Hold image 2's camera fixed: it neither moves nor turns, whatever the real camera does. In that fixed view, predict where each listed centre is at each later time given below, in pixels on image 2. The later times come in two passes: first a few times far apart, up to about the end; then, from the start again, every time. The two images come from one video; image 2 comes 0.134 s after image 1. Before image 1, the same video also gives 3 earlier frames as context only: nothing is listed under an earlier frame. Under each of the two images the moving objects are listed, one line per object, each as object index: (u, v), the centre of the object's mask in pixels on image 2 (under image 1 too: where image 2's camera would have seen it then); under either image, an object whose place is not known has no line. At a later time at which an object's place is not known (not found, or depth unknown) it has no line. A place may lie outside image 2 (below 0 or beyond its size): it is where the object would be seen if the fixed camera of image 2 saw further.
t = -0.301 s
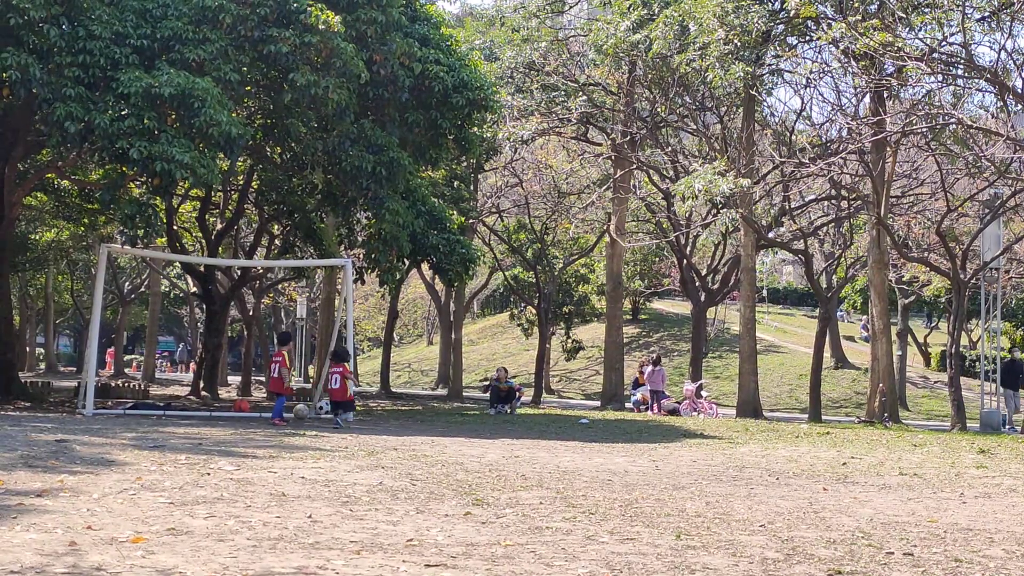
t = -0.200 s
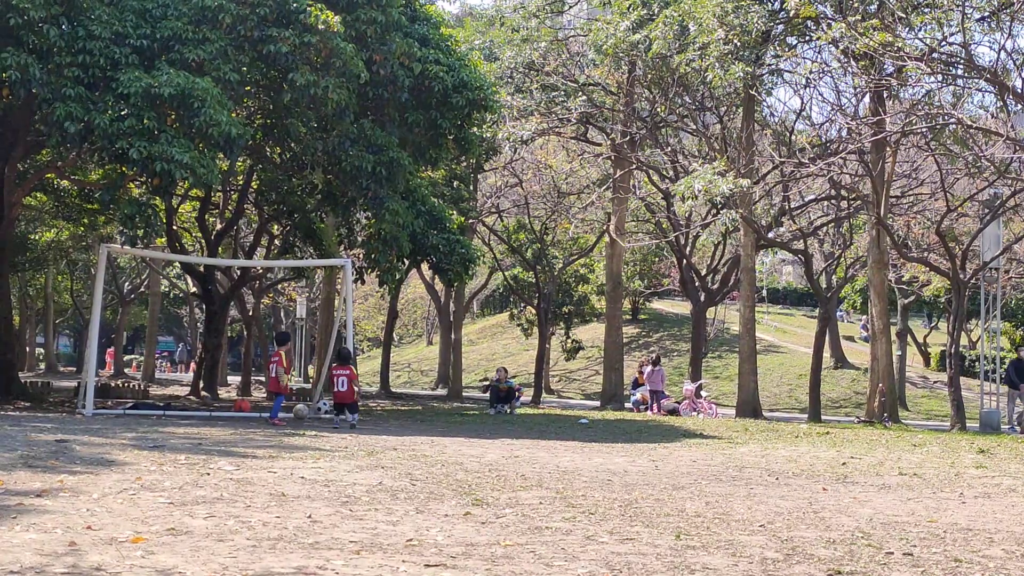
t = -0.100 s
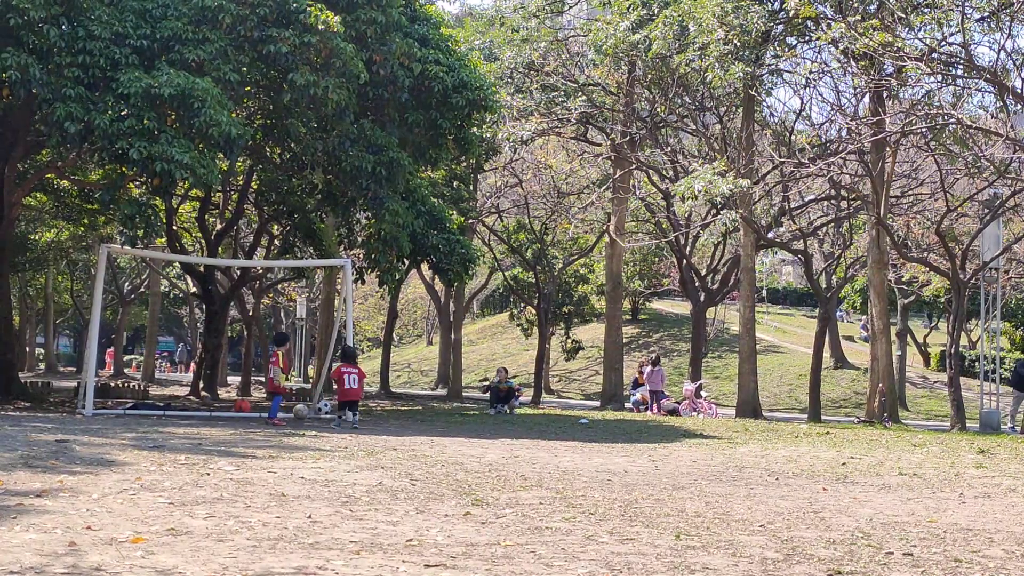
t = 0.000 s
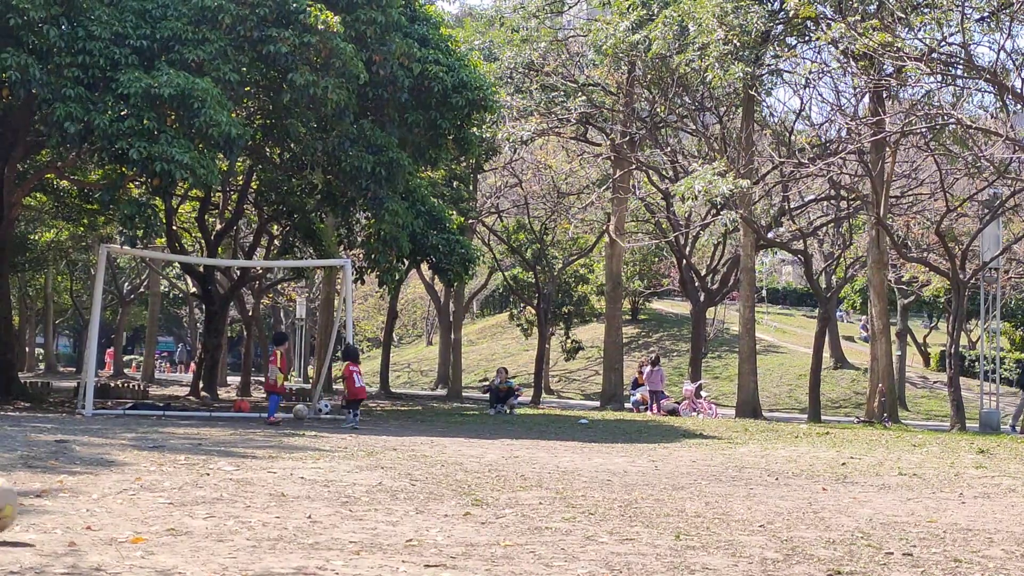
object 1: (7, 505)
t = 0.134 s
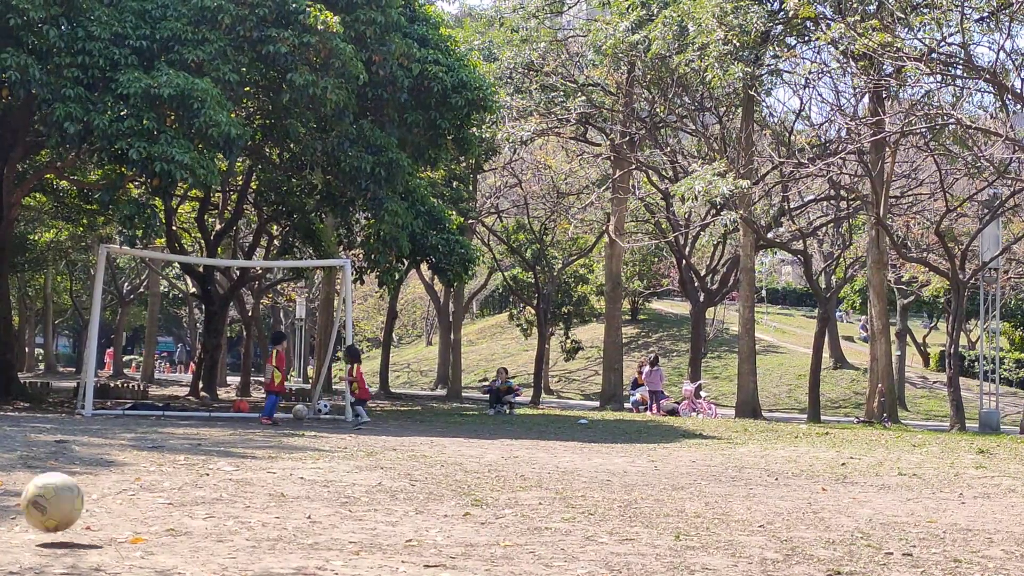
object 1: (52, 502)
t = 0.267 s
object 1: (120, 508)
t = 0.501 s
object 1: (237, 516)
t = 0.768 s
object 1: (366, 523)
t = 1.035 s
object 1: (489, 525)
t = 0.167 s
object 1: (68, 509)
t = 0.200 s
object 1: (85, 514)
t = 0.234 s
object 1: (102, 509)
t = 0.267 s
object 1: (120, 508)
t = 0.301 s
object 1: (137, 510)
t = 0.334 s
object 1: (155, 515)
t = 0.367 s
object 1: (172, 515)
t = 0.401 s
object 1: (188, 513)
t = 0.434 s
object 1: (205, 514)
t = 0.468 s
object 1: (220, 518)
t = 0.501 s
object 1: (237, 516)
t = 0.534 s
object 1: (253, 515)
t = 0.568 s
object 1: (269, 518)
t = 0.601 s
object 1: (285, 520)
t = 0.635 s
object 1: (302, 520)
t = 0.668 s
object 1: (319, 522)
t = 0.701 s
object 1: (335, 520)
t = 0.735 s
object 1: (351, 521)
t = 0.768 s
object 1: (366, 523)
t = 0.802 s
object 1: (382, 522)
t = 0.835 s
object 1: (397, 523)
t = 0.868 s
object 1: (412, 524)
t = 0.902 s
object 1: (427, 524)
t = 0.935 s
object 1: (443, 524)
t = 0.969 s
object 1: (458, 525)
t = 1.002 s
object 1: (473, 525)
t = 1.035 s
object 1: (489, 525)
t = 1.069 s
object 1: (504, 526)
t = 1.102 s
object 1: (518, 526)
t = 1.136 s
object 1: (533, 526)
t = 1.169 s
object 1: (548, 526)
